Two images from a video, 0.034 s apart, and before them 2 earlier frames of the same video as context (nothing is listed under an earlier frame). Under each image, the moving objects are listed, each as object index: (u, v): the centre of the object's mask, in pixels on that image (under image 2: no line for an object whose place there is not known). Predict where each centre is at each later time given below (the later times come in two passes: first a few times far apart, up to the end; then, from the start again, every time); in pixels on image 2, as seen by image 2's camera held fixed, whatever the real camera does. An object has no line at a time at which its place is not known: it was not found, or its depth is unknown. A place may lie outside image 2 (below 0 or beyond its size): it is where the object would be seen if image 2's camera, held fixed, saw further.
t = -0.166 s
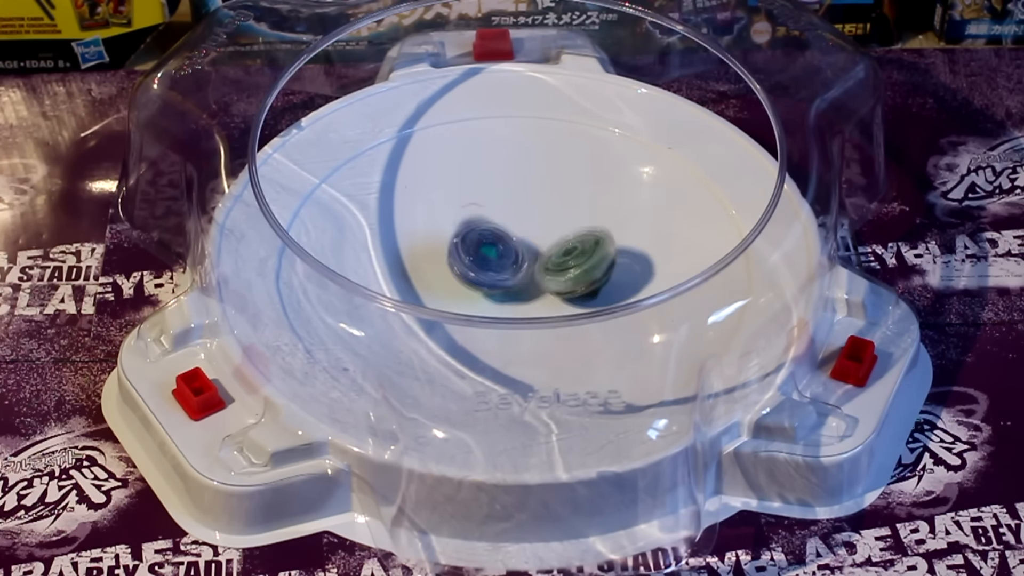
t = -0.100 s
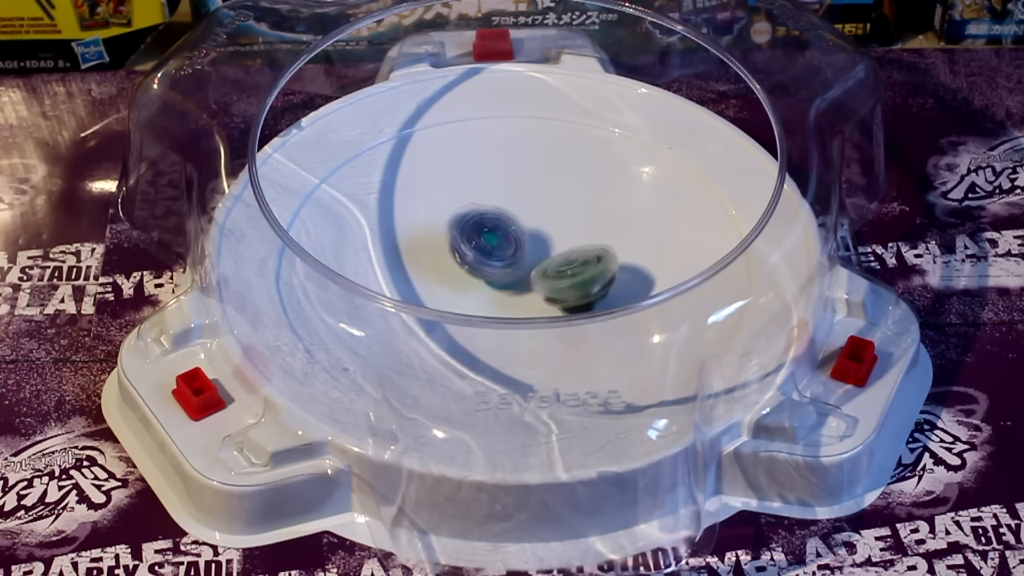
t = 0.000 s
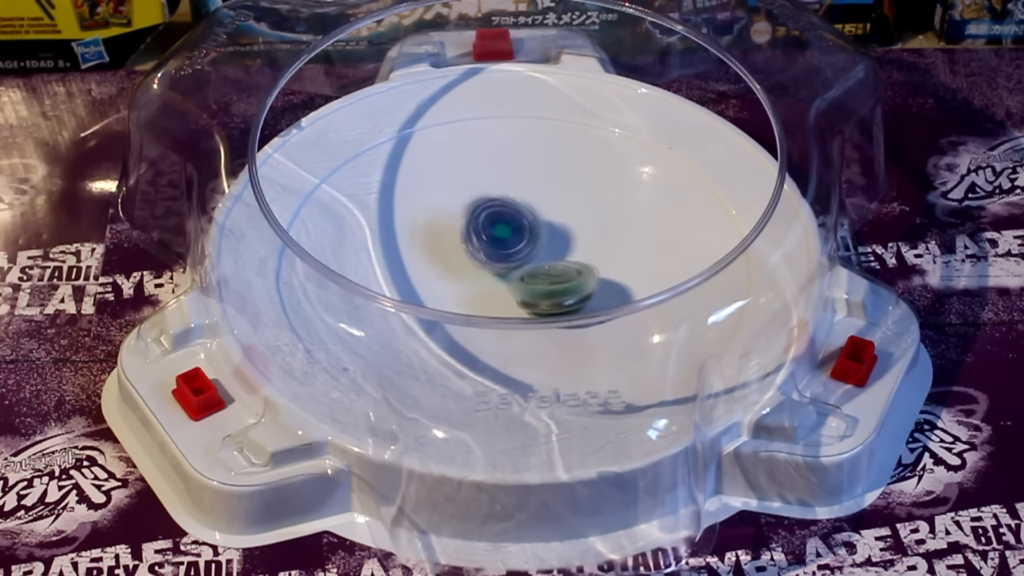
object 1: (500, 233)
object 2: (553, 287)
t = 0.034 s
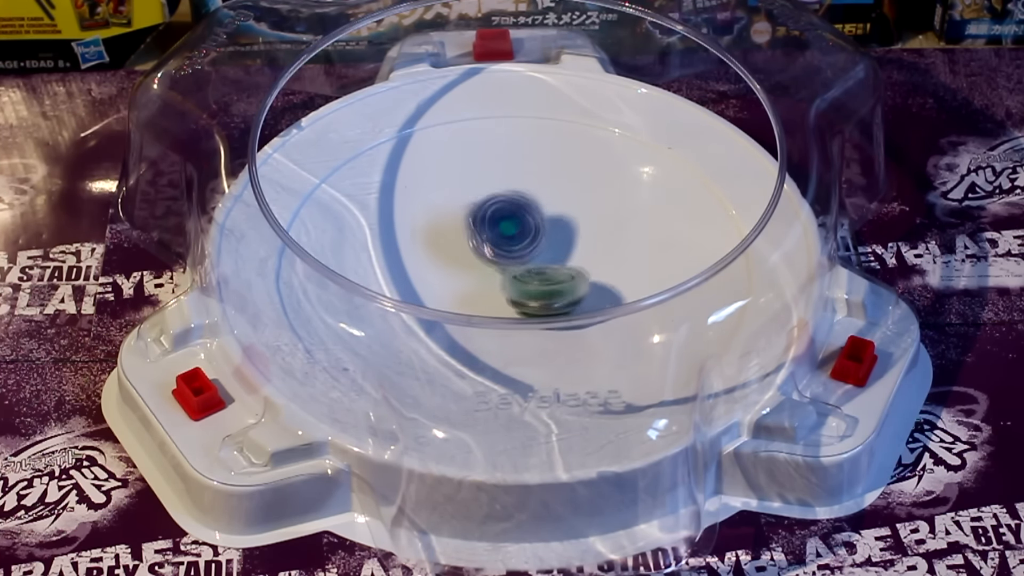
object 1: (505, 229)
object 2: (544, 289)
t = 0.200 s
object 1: (542, 223)
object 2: (505, 287)
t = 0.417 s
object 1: (564, 244)
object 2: (478, 263)
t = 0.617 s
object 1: (590, 267)
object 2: (461, 228)
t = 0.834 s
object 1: (602, 266)
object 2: (458, 230)
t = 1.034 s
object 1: (589, 246)
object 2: (467, 257)
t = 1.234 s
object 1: (580, 222)
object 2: (466, 265)
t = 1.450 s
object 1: (548, 214)
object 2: (485, 271)
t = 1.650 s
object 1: (529, 218)
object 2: (487, 296)
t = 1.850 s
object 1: (521, 226)
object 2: (494, 288)
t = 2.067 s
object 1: (559, 220)
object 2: (454, 313)
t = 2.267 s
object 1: (556, 262)
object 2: (492, 285)
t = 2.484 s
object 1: (633, 290)
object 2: (486, 278)
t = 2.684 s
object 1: (628, 261)
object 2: (500, 278)
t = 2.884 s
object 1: (563, 278)
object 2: (492, 277)
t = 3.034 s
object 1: (569, 286)
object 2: (491, 277)
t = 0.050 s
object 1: (508, 227)
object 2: (541, 290)
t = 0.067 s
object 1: (512, 225)
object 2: (537, 290)
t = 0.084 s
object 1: (516, 224)
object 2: (533, 290)
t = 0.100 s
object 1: (520, 224)
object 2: (529, 290)
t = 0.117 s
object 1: (524, 223)
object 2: (525, 290)
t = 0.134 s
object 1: (527, 223)
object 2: (521, 289)
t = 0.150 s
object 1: (530, 223)
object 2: (517, 289)
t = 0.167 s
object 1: (534, 222)
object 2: (512, 289)
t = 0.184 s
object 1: (537, 222)
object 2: (508, 288)
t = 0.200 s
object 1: (542, 223)
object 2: (505, 287)
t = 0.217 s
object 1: (544, 223)
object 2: (502, 285)
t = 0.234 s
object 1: (546, 224)
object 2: (499, 283)
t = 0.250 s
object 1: (549, 227)
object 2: (496, 282)
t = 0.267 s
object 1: (550, 229)
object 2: (495, 280)
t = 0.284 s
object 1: (551, 231)
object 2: (494, 278)
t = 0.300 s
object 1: (553, 232)
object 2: (491, 276)
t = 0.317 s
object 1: (556, 234)
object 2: (486, 274)
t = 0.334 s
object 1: (557, 235)
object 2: (485, 273)
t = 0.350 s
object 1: (559, 236)
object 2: (484, 271)
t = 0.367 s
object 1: (560, 238)
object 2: (483, 268)
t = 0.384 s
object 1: (563, 240)
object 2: (480, 266)
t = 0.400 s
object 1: (563, 242)
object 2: (479, 265)
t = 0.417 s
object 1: (564, 244)
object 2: (478, 263)
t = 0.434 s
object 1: (567, 246)
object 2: (476, 260)
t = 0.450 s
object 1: (570, 249)
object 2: (474, 258)
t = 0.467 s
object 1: (572, 250)
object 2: (472, 255)
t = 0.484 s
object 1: (574, 252)
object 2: (472, 254)
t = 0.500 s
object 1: (573, 253)
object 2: (473, 252)
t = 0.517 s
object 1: (572, 254)
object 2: (474, 250)
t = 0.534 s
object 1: (570, 255)
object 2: (476, 248)
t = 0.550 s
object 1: (569, 256)
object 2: (478, 247)
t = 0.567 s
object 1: (570, 257)
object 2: (477, 246)
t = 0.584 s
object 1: (575, 258)
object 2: (472, 243)
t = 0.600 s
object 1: (582, 262)
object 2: (465, 234)
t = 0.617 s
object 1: (590, 267)
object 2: (461, 228)
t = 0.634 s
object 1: (597, 268)
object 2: (458, 226)
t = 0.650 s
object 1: (603, 269)
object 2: (455, 225)
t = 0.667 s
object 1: (606, 271)
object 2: (451, 221)
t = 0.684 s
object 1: (611, 274)
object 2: (450, 218)
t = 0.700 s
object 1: (613, 275)
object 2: (449, 216)
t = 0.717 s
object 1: (613, 274)
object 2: (450, 216)
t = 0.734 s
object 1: (613, 275)
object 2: (451, 216)
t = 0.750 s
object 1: (612, 275)
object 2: (452, 217)
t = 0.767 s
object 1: (608, 274)
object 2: (454, 219)
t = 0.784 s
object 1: (607, 274)
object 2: (456, 222)
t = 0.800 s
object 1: (604, 270)
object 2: (456, 224)
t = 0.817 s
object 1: (603, 268)
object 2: (457, 227)
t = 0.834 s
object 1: (602, 266)
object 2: (458, 230)
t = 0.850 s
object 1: (600, 264)
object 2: (459, 232)
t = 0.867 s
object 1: (600, 262)
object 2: (460, 234)
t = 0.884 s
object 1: (598, 260)
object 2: (461, 237)
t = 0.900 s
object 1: (597, 259)
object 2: (463, 240)
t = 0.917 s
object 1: (596, 258)
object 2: (463, 242)
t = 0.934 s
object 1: (595, 256)
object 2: (465, 244)
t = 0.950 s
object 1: (595, 255)
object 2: (466, 246)
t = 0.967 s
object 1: (592, 252)
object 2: (466, 249)
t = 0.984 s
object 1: (592, 251)
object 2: (467, 251)
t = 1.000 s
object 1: (591, 250)
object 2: (467, 253)
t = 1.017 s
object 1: (589, 248)
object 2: (467, 256)
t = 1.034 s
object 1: (589, 246)
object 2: (467, 257)
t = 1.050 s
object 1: (588, 243)
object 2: (466, 259)
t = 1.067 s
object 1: (587, 242)
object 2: (465, 260)
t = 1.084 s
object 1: (587, 240)
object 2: (464, 261)
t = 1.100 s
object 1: (586, 239)
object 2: (463, 262)
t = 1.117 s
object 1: (585, 237)
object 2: (462, 262)
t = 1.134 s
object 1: (584, 234)
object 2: (462, 262)
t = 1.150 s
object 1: (583, 232)
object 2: (461, 263)
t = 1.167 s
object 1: (583, 230)
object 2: (462, 263)
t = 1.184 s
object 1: (582, 228)
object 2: (462, 263)
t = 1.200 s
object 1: (582, 226)
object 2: (463, 263)
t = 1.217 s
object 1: (580, 224)
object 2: (464, 264)
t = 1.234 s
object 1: (580, 222)
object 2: (466, 265)
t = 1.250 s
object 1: (579, 220)
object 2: (468, 266)
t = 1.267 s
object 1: (577, 218)
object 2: (469, 267)
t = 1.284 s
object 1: (576, 217)
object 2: (470, 267)
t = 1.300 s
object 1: (572, 215)
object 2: (471, 268)
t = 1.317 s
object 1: (570, 214)
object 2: (472, 268)
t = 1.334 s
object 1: (568, 213)
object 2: (472, 268)
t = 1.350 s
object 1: (565, 212)
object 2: (473, 268)
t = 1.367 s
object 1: (564, 212)
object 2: (475, 268)
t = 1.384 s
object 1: (559, 212)
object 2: (477, 269)
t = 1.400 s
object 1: (557, 212)
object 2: (478, 269)
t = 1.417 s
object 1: (553, 213)
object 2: (480, 269)
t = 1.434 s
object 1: (551, 213)
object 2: (482, 270)
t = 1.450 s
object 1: (548, 214)
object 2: (485, 271)
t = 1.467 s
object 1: (544, 215)
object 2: (486, 272)
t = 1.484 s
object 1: (541, 216)
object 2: (488, 274)
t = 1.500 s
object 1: (538, 217)
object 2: (489, 276)
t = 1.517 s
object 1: (535, 218)
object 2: (491, 278)
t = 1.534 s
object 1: (533, 218)
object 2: (492, 278)
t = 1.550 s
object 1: (529, 219)
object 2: (492, 279)
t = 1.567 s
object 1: (529, 219)
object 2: (493, 282)
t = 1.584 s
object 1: (530, 218)
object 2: (490, 285)
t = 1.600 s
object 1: (530, 218)
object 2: (488, 289)
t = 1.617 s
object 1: (531, 217)
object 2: (489, 292)
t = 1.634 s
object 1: (530, 218)
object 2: (488, 294)
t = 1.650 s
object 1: (529, 218)
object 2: (487, 296)
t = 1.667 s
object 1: (528, 219)
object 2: (486, 297)
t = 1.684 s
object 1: (527, 219)
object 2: (484, 297)
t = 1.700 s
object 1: (525, 219)
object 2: (484, 297)
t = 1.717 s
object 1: (525, 219)
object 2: (484, 297)
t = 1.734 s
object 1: (524, 219)
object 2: (483, 297)
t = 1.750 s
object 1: (524, 220)
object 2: (483, 296)
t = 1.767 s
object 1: (523, 221)
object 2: (485, 294)
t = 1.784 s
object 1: (523, 221)
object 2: (487, 292)
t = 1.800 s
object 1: (522, 222)
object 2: (487, 291)
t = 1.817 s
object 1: (521, 223)
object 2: (489, 290)
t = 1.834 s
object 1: (521, 225)
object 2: (491, 289)
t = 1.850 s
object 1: (521, 226)
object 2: (494, 288)
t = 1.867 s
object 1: (522, 227)
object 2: (495, 288)
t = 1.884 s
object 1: (527, 224)
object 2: (491, 287)
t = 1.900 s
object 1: (535, 220)
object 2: (485, 289)
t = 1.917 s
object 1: (541, 217)
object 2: (474, 302)
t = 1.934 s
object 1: (547, 215)
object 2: (469, 305)
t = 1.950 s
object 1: (551, 214)
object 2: (467, 309)
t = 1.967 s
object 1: (556, 213)
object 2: (464, 313)
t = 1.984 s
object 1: (558, 211)
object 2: (462, 314)
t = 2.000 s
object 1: (561, 213)
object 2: (460, 326)
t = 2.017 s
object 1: (561, 214)
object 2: (458, 326)
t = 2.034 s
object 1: (561, 217)
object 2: (455, 325)
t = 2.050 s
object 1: (560, 220)
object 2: (457, 314)
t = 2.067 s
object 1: (559, 220)
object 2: (454, 313)
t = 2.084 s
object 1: (558, 223)
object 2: (454, 314)
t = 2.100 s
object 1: (557, 225)
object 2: (458, 312)
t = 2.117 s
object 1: (557, 226)
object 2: (458, 312)
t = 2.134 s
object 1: (556, 231)
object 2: (466, 306)
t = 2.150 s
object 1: (555, 234)
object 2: (470, 304)
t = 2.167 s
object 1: (555, 237)
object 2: (473, 302)
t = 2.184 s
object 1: (554, 241)
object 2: (476, 292)
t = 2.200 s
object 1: (553, 247)
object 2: (478, 291)
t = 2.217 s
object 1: (552, 250)
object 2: (483, 290)
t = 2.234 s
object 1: (552, 254)
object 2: (486, 289)
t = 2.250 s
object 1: (553, 258)
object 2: (491, 287)
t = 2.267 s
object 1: (556, 262)
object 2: (492, 285)
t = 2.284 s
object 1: (561, 270)
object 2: (493, 283)
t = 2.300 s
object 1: (565, 276)
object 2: (492, 282)
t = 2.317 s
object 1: (569, 280)
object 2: (490, 281)
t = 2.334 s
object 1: (577, 282)
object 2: (486, 280)
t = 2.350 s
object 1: (583, 283)
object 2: (485, 281)
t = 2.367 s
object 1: (593, 284)
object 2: (483, 280)
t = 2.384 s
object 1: (598, 284)
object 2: (482, 279)
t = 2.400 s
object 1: (604, 284)
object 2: (481, 278)
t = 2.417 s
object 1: (612, 293)
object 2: (481, 278)
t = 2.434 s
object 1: (619, 294)
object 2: (481, 278)
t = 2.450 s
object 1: (625, 293)
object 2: (482, 277)
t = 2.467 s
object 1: (629, 290)
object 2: (484, 278)
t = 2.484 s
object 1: (633, 290)
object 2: (486, 278)
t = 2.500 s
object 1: (636, 287)
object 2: (488, 278)
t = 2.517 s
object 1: (638, 285)
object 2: (490, 279)
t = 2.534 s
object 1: (639, 282)
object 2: (492, 279)
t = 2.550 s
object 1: (636, 273)
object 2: (493, 280)
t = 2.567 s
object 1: (637, 272)
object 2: (494, 280)
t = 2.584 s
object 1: (637, 271)
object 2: (495, 279)
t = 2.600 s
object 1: (637, 269)
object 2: (497, 279)
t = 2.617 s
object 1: (638, 268)
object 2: (499, 278)
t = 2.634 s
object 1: (637, 267)
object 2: (500, 278)
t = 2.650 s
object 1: (635, 265)
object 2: (501, 278)
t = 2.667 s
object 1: (632, 264)
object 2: (501, 278)
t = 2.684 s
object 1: (628, 261)
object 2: (500, 278)
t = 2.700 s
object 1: (623, 260)
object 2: (500, 278)
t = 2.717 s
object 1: (618, 259)
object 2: (499, 278)
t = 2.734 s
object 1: (612, 258)
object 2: (498, 277)
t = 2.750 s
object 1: (605, 258)
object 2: (497, 277)
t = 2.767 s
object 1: (600, 259)
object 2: (496, 277)
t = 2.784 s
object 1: (595, 260)
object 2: (496, 277)
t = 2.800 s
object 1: (586, 263)
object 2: (496, 277)
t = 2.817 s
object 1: (580, 265)
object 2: (494, 277)
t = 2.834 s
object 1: (573, 269)
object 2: (495, 277)
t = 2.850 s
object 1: (568, 271)
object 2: (494, 277)
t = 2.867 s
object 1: (564, 275)
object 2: (494, 277)
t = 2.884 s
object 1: (563, 278)
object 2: (492, 277)
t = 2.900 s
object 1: (562, 280)
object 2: (491, 277)
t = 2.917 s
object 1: (562, 281)
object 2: (489, 277)
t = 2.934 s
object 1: (563, 282)
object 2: (487, 277)
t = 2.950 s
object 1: (563, 283)
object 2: (486, 277)
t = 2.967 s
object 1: (564, 283)
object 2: (486, 277)
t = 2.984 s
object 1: (565, 284)
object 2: (487, 277)
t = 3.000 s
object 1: (566, 285)
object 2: (488, 277)
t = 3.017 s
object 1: (568, 285)
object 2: (489, 277)
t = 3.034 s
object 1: (569, 286)
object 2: (491, 277)
